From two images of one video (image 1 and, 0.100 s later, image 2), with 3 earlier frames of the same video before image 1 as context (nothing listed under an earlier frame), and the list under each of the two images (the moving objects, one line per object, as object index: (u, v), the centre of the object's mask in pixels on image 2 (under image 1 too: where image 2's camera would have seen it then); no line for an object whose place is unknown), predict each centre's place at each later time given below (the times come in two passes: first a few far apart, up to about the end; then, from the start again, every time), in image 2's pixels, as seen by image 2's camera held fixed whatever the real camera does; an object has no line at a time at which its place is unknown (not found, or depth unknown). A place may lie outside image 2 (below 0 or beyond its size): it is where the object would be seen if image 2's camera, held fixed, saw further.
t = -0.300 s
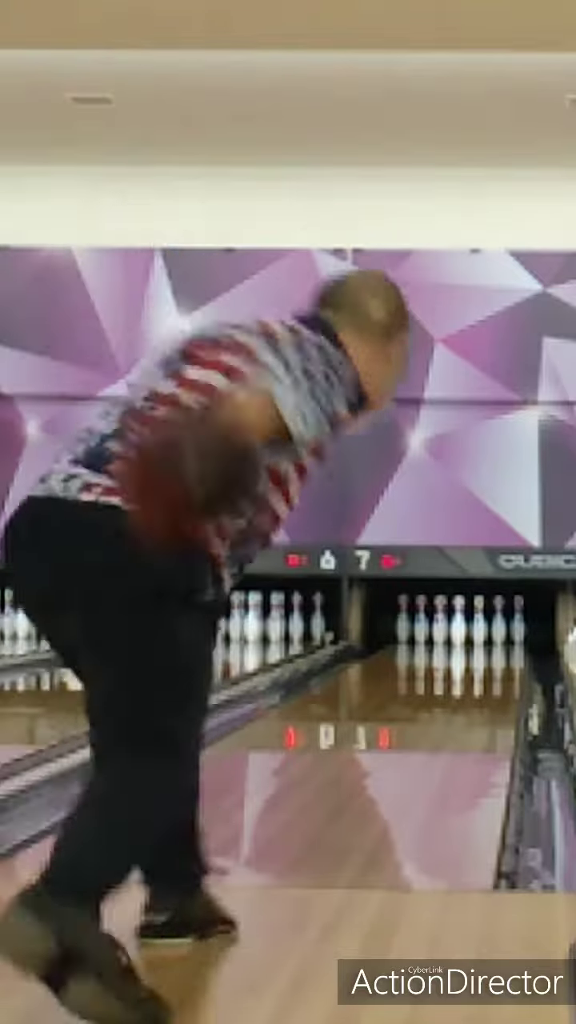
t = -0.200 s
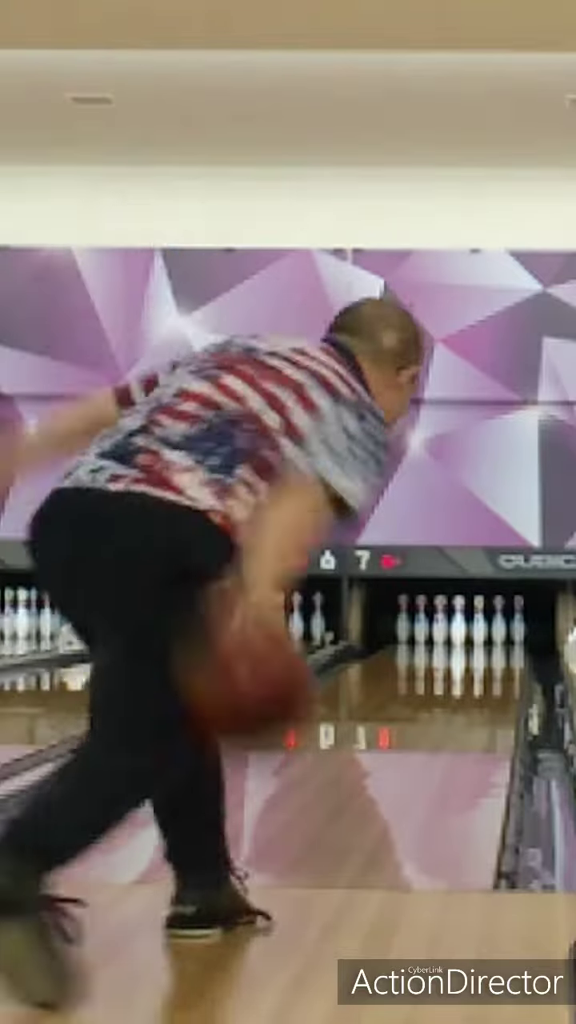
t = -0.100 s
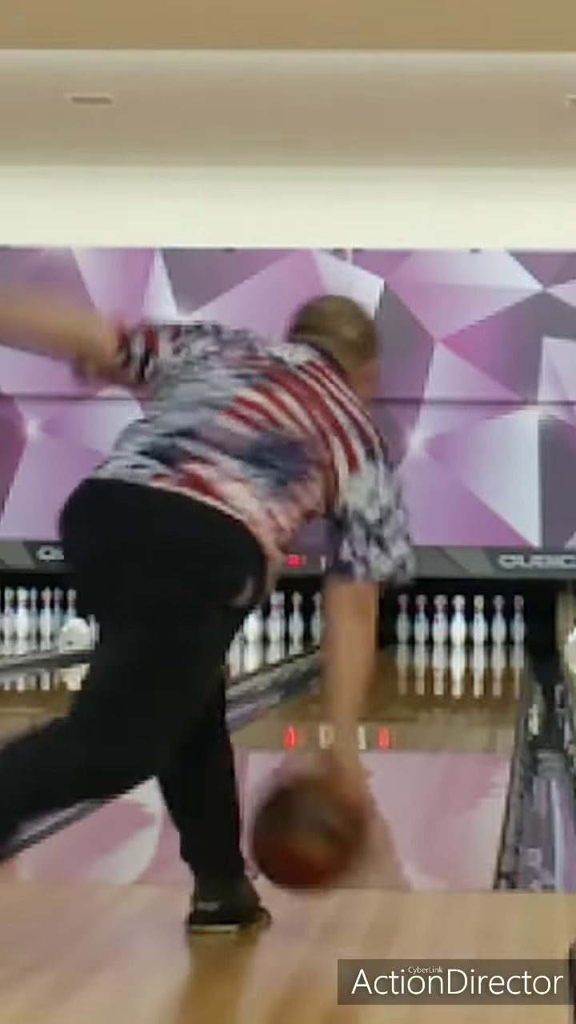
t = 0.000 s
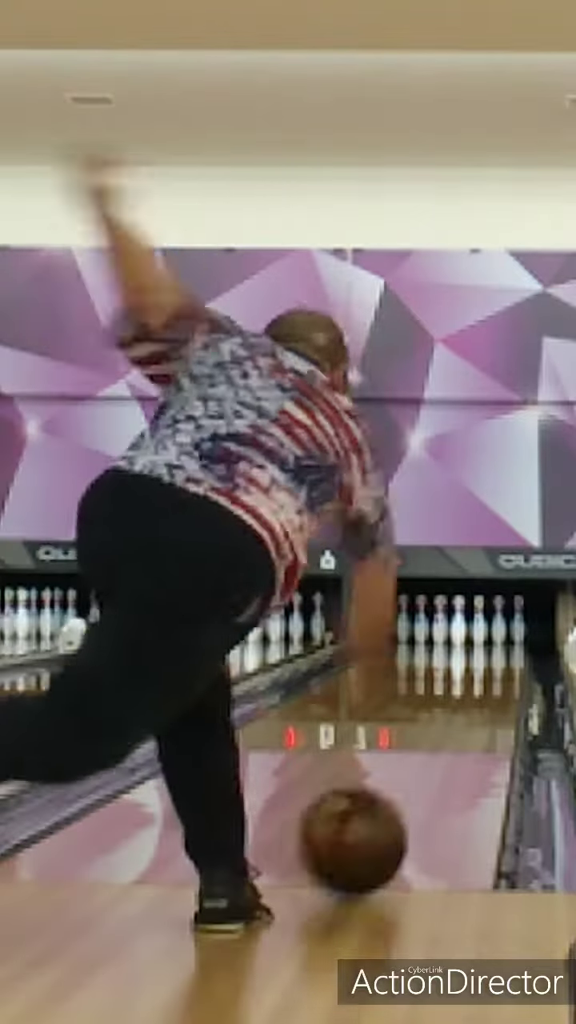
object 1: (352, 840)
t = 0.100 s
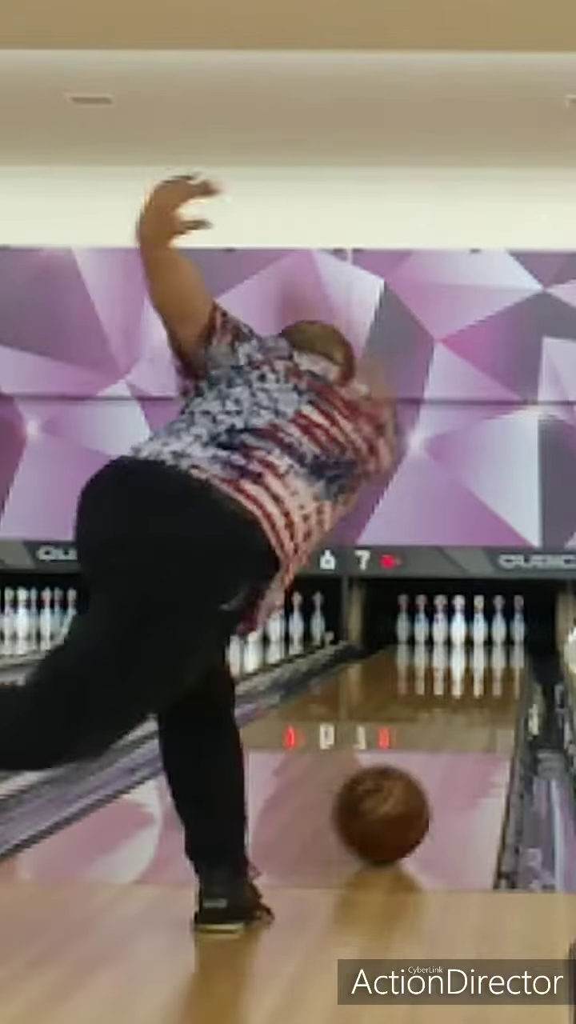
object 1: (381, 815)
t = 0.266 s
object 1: (417, 778)
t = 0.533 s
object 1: (455, 739)
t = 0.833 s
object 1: (482, 707)
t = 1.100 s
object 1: (496, 689)
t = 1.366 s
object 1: (503, 676)
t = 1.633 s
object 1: (507, 665)
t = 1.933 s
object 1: (508, 653)
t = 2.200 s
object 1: (504, 647)
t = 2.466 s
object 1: (494, 641)
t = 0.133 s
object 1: (389, 807)
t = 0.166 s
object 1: (397, 799)
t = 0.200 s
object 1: (405, 792)
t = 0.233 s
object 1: (412, 785)
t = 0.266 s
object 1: (417, 778)
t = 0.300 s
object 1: (423, 772)
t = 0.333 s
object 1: (428, 765)
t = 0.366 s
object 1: (433, 761)
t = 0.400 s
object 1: (439, 756)
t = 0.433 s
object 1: (443, 751)
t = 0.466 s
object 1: (448, 747)
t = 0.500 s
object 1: (452, 743)
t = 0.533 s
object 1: (455, 739)
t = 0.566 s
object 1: (459, 736)
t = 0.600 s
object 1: (462, 730)
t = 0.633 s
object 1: (466, 727)
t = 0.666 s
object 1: (469, 723)
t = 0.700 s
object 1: (472, 720)
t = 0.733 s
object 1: (474, 717)
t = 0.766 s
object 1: (476, 714)
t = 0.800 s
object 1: (479, 711)
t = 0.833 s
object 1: (482, 707)
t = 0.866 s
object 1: (484, 704)
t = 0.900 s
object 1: (487, 702)
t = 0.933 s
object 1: (488, 699)
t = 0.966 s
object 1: (490, 696)
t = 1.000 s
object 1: (491, 694)
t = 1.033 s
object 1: (492, 692)
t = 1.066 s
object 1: (493, 691)
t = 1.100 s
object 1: (496, 689)
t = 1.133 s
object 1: (497, 687)
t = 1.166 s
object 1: (498, 685)
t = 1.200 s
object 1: (499, 683)
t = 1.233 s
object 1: (500, 682)
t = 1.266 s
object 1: (501, 681)
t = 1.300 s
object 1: (503, 679)
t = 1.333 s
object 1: (503, 677)
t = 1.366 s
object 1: (503, 676)
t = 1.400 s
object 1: (504, 674)
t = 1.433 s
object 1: (504, 673)
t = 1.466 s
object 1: (504, 671)
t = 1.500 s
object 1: (505, 669)
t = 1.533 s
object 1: (506, 667)
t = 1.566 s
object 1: (506, 667)
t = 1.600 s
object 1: (507, 665)
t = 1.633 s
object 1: (507, 665)
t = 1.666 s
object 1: (507, 663)
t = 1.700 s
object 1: (507, 662)
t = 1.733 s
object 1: (507, 660)
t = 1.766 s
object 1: (508, 659)
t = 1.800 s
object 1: (508, 659)
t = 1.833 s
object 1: (508, 656)
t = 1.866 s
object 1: (508, 656)
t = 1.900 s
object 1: (508, 654)
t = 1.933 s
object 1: (508, 653)
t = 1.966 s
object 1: (507, 653)
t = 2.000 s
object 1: (508, 652)
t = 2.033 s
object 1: (507, 650)
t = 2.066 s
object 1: (507, 651)
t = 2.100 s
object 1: (506, 650)
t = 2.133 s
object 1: (505, 649)
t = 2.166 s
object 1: (504, 648)
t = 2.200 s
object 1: (504, 647)
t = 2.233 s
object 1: (502, 647)
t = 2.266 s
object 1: (501, 646)
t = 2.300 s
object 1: (500, 645)
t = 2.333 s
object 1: (499, 645)
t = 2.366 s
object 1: (498, 642)
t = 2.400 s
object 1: (497, 642)
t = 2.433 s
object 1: (496, 641)
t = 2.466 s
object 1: (494, 641)
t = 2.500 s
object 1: (493, 640)
